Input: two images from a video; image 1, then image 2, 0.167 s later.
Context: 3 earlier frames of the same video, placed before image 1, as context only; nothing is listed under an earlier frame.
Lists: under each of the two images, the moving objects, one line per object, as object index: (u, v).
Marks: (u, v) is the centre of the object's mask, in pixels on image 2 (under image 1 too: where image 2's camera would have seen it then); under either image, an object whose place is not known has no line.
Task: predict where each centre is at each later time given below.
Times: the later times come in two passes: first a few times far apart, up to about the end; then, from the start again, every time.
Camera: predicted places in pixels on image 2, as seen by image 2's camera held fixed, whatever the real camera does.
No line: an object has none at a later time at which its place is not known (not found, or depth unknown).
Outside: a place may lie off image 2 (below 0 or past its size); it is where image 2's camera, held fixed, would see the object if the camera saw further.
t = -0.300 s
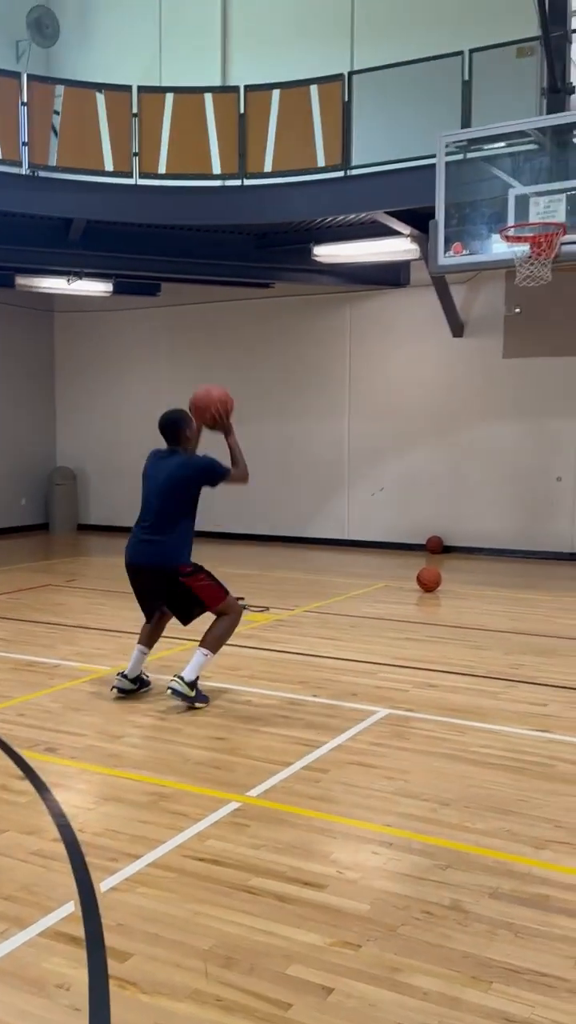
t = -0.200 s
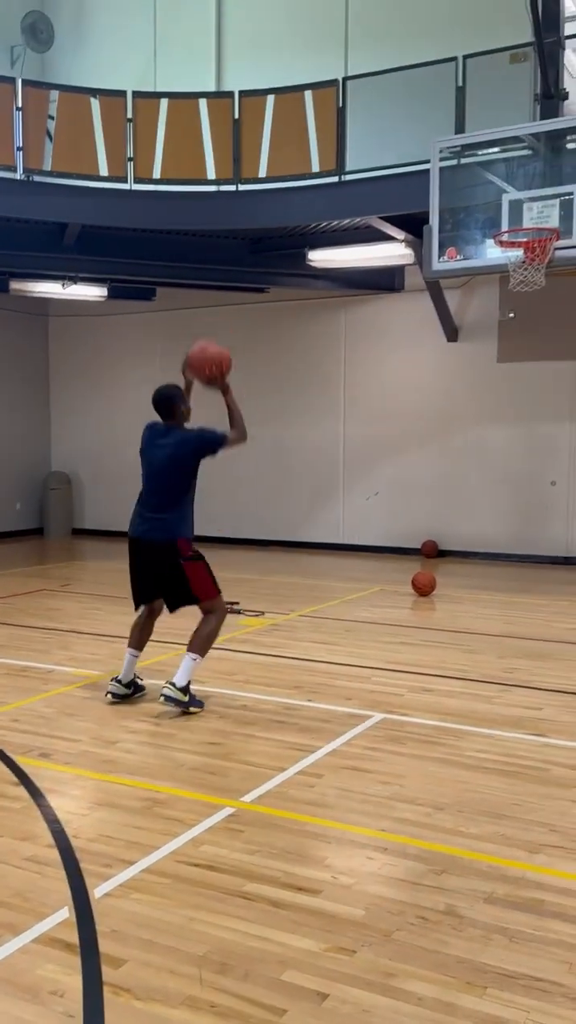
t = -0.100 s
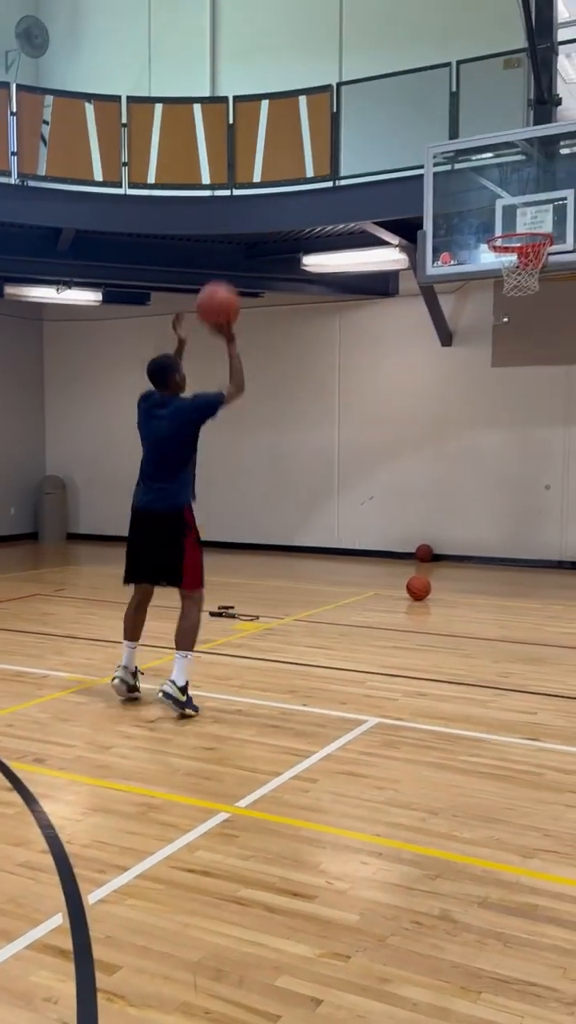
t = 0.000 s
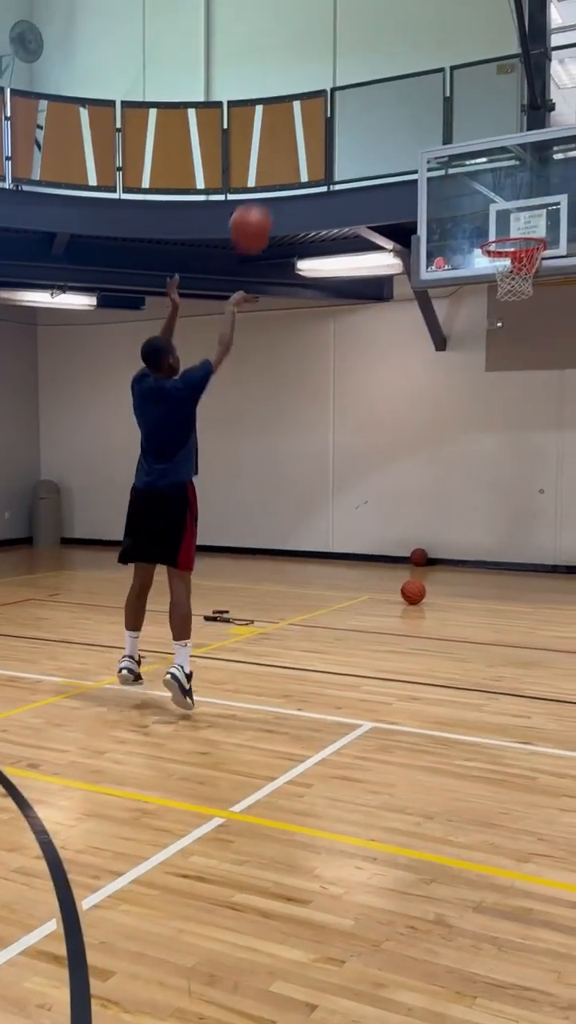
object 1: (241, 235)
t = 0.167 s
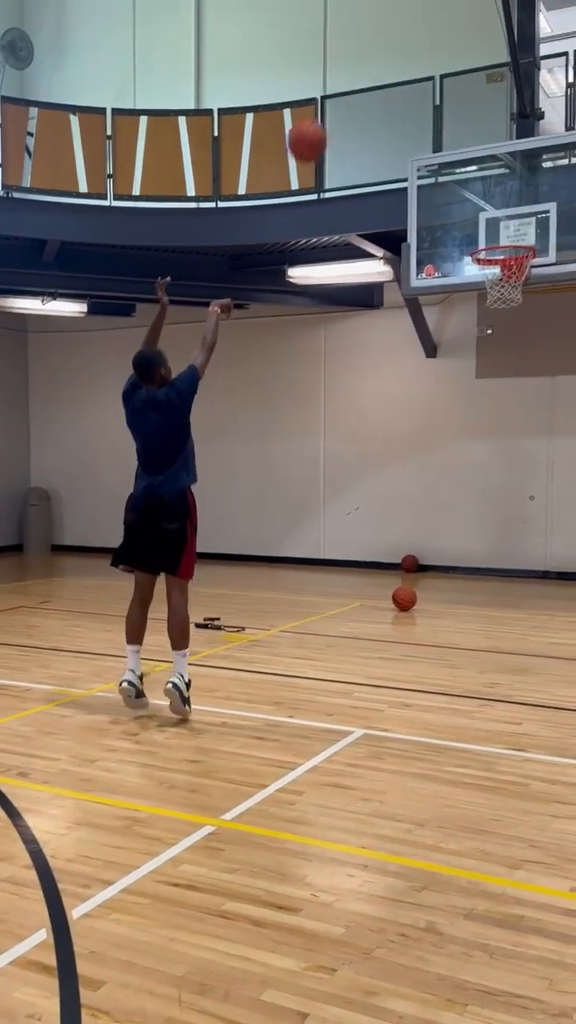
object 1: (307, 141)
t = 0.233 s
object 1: (330, 120)
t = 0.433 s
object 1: (394, 103)
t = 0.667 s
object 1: (457, 158)
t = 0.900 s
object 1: (508, 265)
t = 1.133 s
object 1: (526, 337)
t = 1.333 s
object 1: (539, 432)
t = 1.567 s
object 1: (554, 597)
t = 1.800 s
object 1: (549, 511)
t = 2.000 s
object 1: (541, 440)
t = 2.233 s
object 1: (531, 419)
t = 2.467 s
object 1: (518, 466)
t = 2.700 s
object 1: (504, 587)
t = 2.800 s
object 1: (499, 633)
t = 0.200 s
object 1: (319, 129)
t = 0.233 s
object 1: (330, 120)
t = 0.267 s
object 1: (341, 112)
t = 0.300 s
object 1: (353, 107)
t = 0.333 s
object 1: (364, 103)
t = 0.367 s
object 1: (374, 101)
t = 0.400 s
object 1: (384, 102)
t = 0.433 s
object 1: (394, 103)
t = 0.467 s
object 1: (404, 107)
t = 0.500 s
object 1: (413, 112)
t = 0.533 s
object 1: (423, 118)
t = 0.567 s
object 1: (431, 126)
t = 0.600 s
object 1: (440, 136)
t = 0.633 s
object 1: (449, 146)
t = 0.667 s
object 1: (457, 158)
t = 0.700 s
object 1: (464, 172)
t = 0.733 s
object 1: (471, 185)
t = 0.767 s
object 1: (479, 200)
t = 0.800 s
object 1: (486, 218)
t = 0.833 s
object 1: (494, 234)
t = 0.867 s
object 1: (504, 256)
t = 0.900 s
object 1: (508, 265)
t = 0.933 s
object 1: (508, 289)
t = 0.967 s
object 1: (514, 291)
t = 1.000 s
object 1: (517, 299)
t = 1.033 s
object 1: (519, 306)
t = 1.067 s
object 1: (522, 316)
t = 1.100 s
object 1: (524, 326)
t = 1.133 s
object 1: (526, 337)
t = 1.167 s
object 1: (528, 349)
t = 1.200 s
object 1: (530, 363)
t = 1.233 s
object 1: (533, 379)
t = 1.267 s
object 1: (535, 395)
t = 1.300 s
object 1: (537, 412)
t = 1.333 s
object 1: (539, 432)
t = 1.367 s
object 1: (541, 452)
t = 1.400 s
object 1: (543, 473)
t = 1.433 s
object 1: (545, 496)
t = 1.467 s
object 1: (547, 518)
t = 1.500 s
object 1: (549, 544)
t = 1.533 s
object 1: (551, 570)
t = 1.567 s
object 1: (554, 597)
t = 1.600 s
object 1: (556, 623)
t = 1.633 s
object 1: (555, 604)
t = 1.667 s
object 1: (553, 584)
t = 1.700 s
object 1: (552, 564)
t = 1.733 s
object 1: (551, 545)
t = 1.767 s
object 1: (550, 528)
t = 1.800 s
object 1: (549, 511)
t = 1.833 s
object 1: (548, 497)
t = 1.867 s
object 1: (546, 482)
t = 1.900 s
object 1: (545, 470)
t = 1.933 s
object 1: (544, 459)
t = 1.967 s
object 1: (543, 449)
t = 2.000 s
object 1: (541, 440)
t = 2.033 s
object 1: (540, 433)
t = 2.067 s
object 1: (539, 427)
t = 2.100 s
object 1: (537, 423)
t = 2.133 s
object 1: (536, 420)
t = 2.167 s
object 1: (534, 418)
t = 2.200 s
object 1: (533, 417)
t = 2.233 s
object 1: (531, 419)
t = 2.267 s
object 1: (529, 421)
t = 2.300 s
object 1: (527, 425)
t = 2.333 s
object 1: (525, 430)
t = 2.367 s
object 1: (524, 437)
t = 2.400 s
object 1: (522, 445)
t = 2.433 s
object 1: (520, 455)
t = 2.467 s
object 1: (518, 466)
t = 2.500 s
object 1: (517, 479)
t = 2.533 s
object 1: (515, 493)
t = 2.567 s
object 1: (513, 509)
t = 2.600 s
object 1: (510, 527)
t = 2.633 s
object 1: (508, 546)
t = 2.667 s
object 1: (507, 566)
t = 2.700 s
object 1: (504, 587)
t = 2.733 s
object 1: (502, 612)
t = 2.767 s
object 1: (500, 636)
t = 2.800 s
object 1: (499, 633)
